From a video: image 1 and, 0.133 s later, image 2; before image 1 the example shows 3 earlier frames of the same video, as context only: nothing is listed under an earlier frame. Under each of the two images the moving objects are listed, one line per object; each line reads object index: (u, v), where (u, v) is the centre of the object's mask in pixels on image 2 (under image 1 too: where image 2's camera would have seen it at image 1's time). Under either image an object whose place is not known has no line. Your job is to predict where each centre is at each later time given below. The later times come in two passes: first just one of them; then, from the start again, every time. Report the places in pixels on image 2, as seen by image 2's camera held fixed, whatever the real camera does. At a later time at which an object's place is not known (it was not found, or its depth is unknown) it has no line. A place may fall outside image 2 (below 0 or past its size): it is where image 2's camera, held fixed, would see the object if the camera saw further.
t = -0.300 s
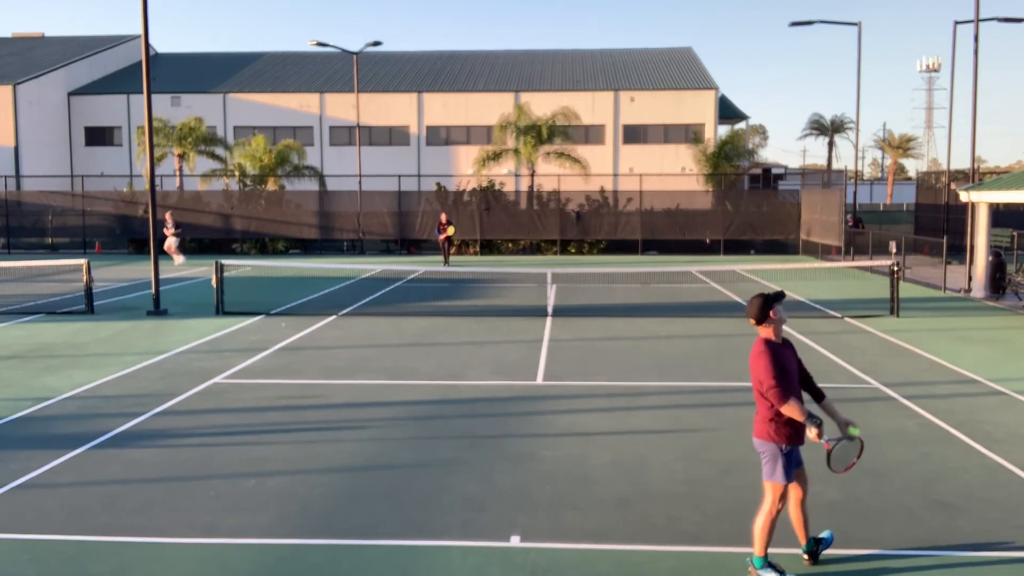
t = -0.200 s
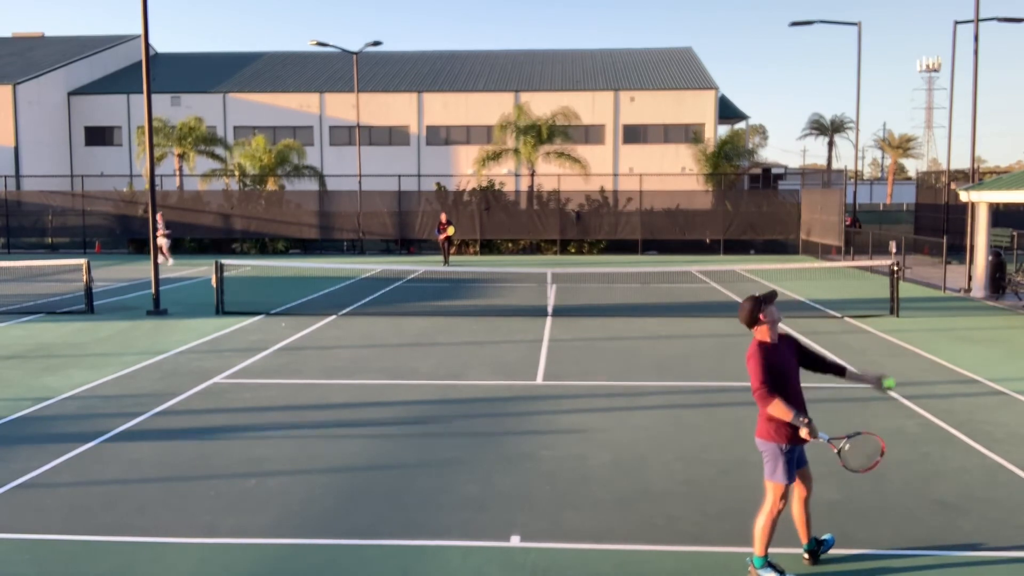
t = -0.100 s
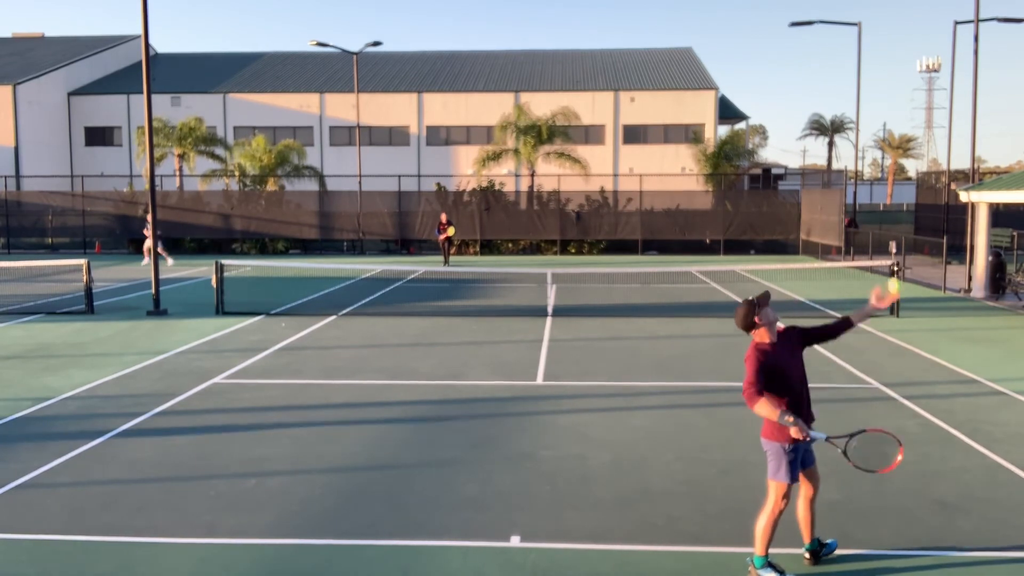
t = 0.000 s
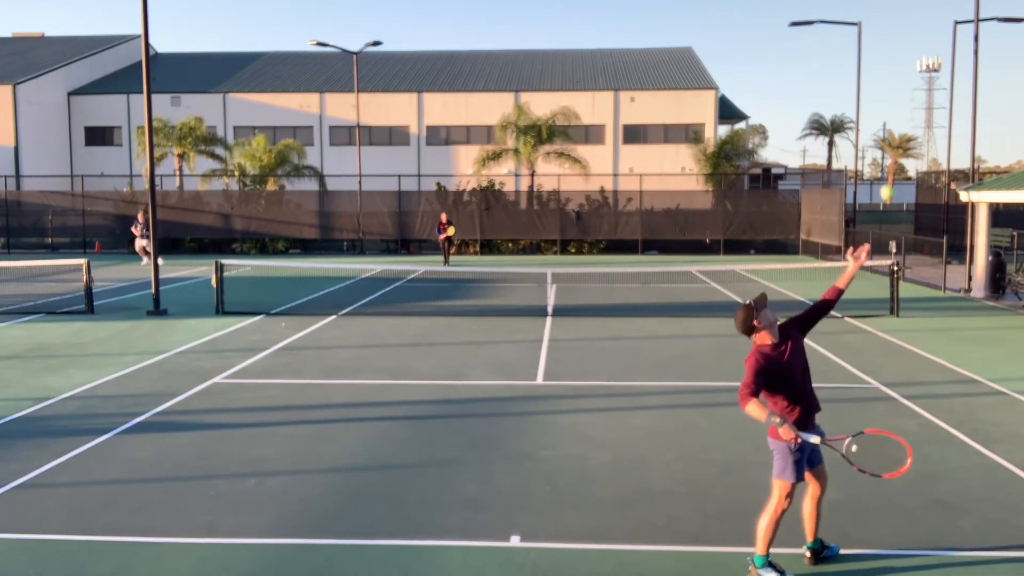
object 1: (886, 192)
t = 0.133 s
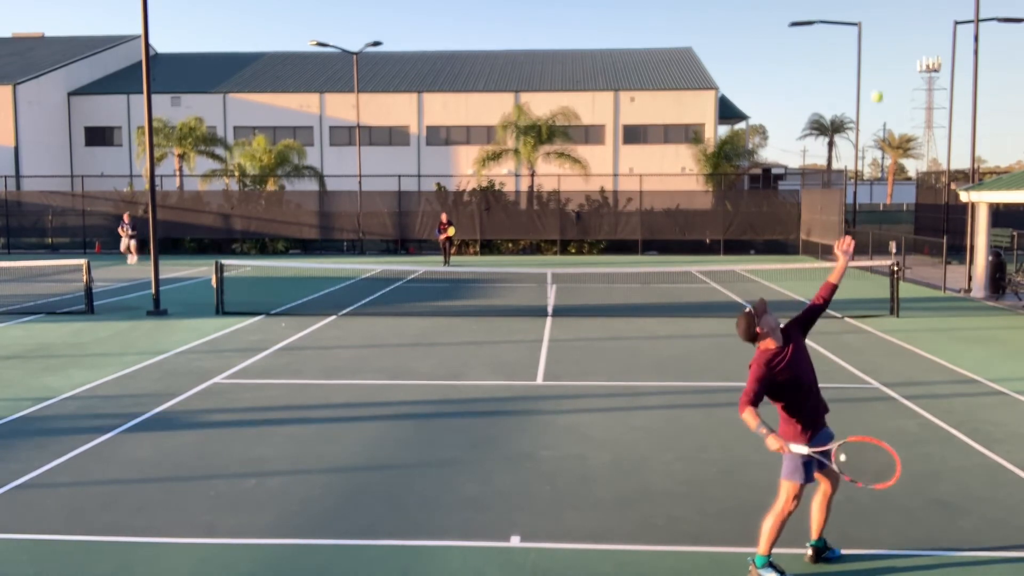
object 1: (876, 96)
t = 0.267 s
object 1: (865, 33)
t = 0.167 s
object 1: (874, 78)
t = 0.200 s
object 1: (871, 61)
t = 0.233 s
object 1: (868, 46)
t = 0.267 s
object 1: (865, 33)
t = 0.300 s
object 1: (863, 22)
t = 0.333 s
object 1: (860, 12)
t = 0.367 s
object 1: (857, 5)
